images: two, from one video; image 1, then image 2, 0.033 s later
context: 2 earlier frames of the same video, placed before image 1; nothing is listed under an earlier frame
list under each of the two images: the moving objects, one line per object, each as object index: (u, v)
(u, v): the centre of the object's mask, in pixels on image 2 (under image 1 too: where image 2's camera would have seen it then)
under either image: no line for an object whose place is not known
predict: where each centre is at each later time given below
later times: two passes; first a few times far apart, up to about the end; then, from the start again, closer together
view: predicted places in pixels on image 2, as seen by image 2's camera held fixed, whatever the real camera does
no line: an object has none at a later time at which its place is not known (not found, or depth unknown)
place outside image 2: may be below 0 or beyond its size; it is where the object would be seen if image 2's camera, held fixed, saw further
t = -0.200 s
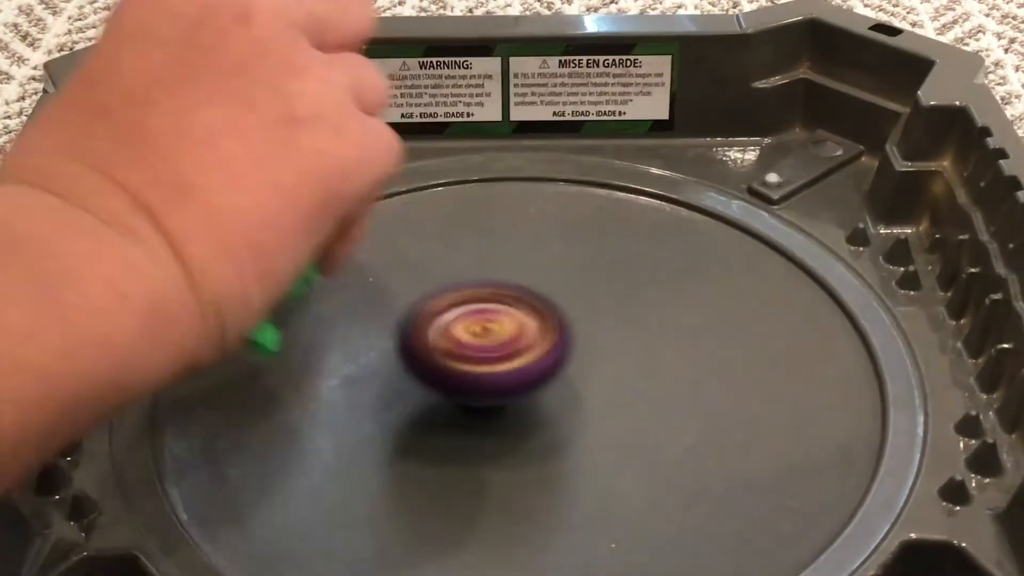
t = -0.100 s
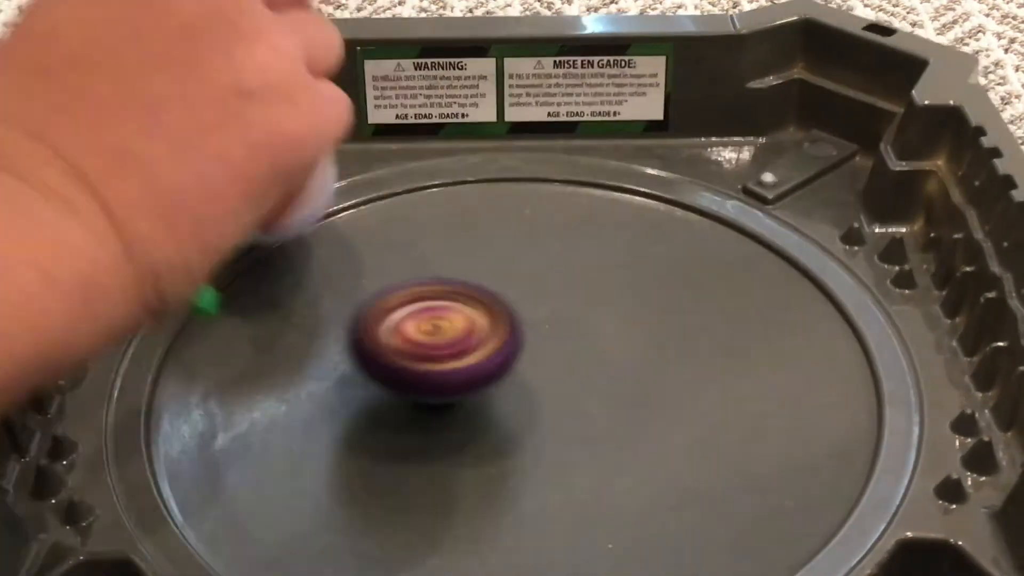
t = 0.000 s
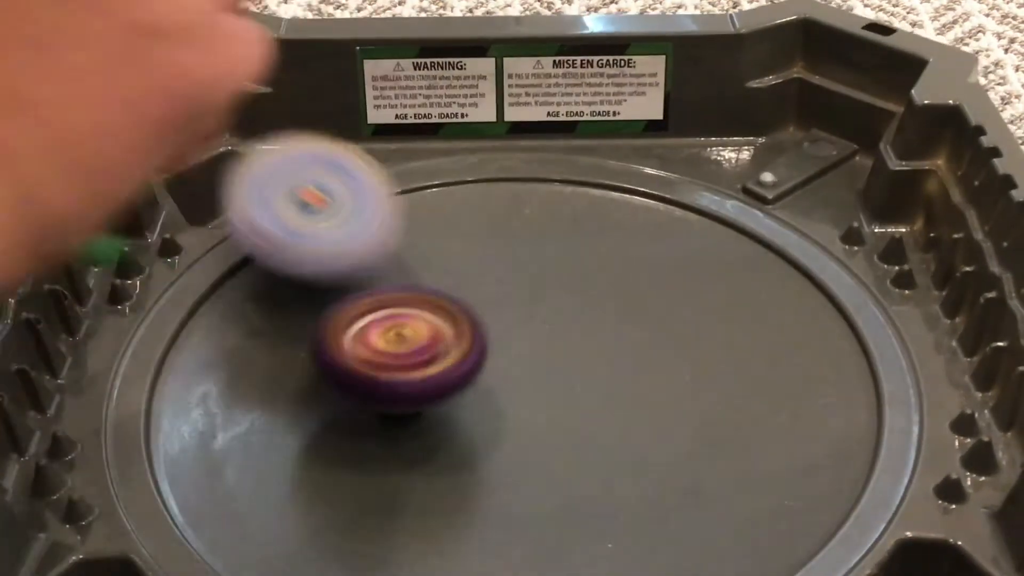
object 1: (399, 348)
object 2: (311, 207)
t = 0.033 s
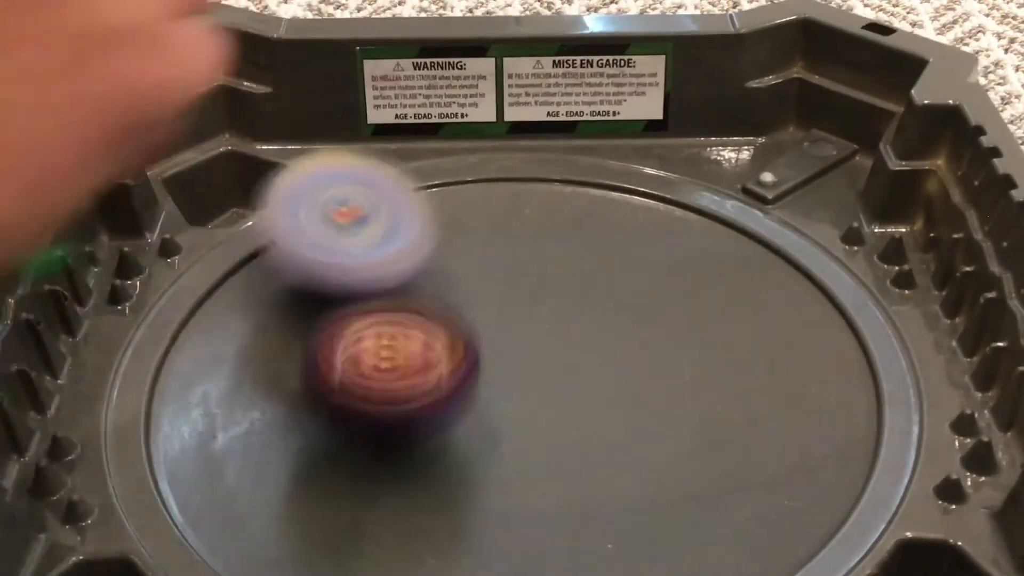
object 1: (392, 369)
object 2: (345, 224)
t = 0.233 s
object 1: (475, 525)
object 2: (523, 158)
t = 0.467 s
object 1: (658, 478)
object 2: (655, 241)
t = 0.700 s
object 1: (627, 396)
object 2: (681, 251)
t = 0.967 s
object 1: (494, 354)
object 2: (580, 153)
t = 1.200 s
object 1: (383, 370)
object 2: (448, 231)
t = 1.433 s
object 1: (265, 492)
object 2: (722, 218)
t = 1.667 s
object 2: (680, 241)
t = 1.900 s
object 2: (573, 324)
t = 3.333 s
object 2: (399, 175)
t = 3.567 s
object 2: (351, 372)
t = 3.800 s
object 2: (586, 335)
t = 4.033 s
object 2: (561, 189)
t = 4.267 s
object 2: (330, 293)
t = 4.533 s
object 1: (628, 259)
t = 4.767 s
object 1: (519, 241)
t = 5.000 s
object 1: (411, 261)
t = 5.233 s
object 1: (214, 348)
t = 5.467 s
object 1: (227, 411)
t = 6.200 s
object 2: (443, 211)
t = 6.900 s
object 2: (590, 193)
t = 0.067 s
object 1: (392, 419)
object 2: (380, 198)
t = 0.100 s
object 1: (395, 460)
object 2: (409, 175)
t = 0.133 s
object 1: (403, 496)
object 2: (436, 151)
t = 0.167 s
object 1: (419, 514)
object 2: (466, 144)
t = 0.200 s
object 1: (443, 523)
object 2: (495, 150)
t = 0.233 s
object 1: (475, 525)
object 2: (523, 158)
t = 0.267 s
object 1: (508, 526)
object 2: (546, 169)
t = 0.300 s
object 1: (540, 524)
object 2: (568, 181)
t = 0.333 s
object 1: (571, 520)
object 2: (589, 192)
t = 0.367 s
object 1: (599, 514)
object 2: (609, 203)
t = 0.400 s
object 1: (623, 506)
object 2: (626, 216)
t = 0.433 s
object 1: (644, 495)
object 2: (641, 228)
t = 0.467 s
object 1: (658, 478)
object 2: (655, 241)
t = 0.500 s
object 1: (668, 462)
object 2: (665, 253)
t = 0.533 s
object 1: (675, 444)
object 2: (672, 264)
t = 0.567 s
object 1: (675, 429)
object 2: (676, 275)
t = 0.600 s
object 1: (671, 415)
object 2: (677, 280)
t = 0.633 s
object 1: (656, 411)
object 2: (681, 274)
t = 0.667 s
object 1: (641, 404)
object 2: (683, 263)
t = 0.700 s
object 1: (627, 396)
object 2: (681, 251)
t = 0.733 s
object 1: (613, 388)
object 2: (677, 238)
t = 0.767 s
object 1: (598, 380)
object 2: (671, 224)
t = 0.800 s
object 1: (582, 373)
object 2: (662, 208)
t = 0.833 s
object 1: (566, 367)
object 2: (651, 194)
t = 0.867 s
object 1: (549, 361)
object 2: (639, 179)
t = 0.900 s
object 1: (532, 358)
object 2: (624, 166)
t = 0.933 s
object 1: (513, 356)
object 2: (606, 153)
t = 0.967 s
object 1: (494, 354)
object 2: (580, 153)
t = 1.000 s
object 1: (476, 353)
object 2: (553, 157)
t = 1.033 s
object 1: (458, 354)
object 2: (527, 160)
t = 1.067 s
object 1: (441, 356)
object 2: (501, 163)
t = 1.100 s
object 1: (425, 359)
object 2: (477, 170)
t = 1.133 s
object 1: (410, 362)
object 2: (460, 186)
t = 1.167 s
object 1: (396, 365)
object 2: (450, 205)
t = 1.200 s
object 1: (383, 370)
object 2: (448, 231)
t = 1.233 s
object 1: (368, 377)
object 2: (460, 259)
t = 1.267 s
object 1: (323, 406)
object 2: (503, 261)
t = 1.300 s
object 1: (290, 430)
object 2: (554, 258)
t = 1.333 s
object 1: (267, 450)
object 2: (602, 253)
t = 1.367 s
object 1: (260, 465)
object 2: (649, 243)
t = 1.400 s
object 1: (259, 479)
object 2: (687, 231)
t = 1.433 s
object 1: (265, 492)
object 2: (722, 218)
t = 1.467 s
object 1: (275, 503)
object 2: (748, 204)
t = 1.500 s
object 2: (755, 196)
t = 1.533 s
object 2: (750, 204)
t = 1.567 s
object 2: (738, 212)
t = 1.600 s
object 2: (721, 223)
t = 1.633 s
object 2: (701, 231)
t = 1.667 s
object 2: (680, 241)
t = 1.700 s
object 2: (658, 252)
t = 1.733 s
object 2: (638, 263)
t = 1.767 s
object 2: (618, 274)
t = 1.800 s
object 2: (602, 285)
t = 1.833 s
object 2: (588, 298)
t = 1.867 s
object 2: (577, 312)
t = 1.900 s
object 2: (573, 324)
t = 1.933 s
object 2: (594, 307)
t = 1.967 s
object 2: (624, 276)
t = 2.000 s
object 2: (656, 249)
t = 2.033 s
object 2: (683, 223)
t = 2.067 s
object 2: (706, 194)
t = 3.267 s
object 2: (428, 147)
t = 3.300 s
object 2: (415, 158)
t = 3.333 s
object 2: (399, 175)
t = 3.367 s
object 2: (379, 197)
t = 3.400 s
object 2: (355, 225)
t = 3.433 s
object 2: (332, 261)
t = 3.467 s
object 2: (321, 300)
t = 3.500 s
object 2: (323, 340)
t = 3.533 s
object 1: (421, 504)
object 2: (336, 373)
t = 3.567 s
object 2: (351, 372)
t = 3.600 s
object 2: (372, 370)
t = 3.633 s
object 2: (400, 372)
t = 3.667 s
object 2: (436, 375)
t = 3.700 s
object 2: (478, 373)
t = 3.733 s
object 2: (519, 365)
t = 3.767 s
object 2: (556, 353)
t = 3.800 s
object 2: (586, 335)
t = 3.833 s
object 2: (610, 313)
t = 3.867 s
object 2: (626, 288)
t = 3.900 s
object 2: (631, 266)
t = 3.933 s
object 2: (627, 242)
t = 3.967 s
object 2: (613, 220)
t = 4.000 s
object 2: (591, 202)
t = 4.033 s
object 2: (561, 189)
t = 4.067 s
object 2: (527, 182)
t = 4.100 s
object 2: (487, 183)
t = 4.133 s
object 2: (448, 189)
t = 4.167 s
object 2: (410, 204)
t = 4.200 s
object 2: (375, 227)
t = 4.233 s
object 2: (346, 257)
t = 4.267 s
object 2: (330, 293)
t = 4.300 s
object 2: (326, 327)
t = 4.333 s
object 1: (705, 307)
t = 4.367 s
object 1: (693, 297)
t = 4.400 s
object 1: (682, 288)
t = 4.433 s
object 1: (669, 279)
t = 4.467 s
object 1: (656, 272)
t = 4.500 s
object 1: (643, 265)
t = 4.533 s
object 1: (628, 259)
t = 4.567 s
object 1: (615, 254)
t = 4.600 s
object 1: (598, 250)
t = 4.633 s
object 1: (582, 247)
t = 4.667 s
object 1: (567, 245)
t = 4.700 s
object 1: (552, 242)
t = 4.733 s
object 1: (536, 242)
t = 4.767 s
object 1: (519, 241)
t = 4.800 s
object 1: (505, 241)
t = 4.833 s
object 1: (491, 242)
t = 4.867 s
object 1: (476, 244)
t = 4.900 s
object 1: (461, 247)
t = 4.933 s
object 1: (448, 250)
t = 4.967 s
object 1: (434, 254)
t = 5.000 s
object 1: (411, 261)
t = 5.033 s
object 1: (357, 277)
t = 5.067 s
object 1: (318, 290)
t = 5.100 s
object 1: (286, 304)
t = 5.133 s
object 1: (263, 316)
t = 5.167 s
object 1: (247, 327)
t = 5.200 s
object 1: (236, 337)
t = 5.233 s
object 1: (214, 348)
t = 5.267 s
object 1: (186, 359)
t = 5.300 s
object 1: (168, 366)
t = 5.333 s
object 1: (169, 378)
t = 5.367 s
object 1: (181, 387)
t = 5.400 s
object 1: (195, 396)
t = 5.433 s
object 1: (211, 404)
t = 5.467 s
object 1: (227, 411)
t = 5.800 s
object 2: (717, 213)
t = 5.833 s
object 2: (670, 212)
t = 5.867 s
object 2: (621, 216)
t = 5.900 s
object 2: (574, 226)
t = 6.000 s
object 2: (477, 253)
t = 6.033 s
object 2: (482, 230)
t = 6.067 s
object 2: (486, 214)
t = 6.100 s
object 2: (484, 206)
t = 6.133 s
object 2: (476, 203)
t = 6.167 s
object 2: (462, 205)
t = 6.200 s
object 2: (443, 211)
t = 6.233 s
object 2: (419, 223)
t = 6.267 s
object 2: (395, 240)
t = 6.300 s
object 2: (380, 263)
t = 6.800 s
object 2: (662, 231)
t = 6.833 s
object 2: (645, 214)
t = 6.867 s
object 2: (619, 199)
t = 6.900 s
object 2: (590, 193)
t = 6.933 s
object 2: (558, 190)
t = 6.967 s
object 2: (525, 196)
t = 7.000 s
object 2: (493, 205)
